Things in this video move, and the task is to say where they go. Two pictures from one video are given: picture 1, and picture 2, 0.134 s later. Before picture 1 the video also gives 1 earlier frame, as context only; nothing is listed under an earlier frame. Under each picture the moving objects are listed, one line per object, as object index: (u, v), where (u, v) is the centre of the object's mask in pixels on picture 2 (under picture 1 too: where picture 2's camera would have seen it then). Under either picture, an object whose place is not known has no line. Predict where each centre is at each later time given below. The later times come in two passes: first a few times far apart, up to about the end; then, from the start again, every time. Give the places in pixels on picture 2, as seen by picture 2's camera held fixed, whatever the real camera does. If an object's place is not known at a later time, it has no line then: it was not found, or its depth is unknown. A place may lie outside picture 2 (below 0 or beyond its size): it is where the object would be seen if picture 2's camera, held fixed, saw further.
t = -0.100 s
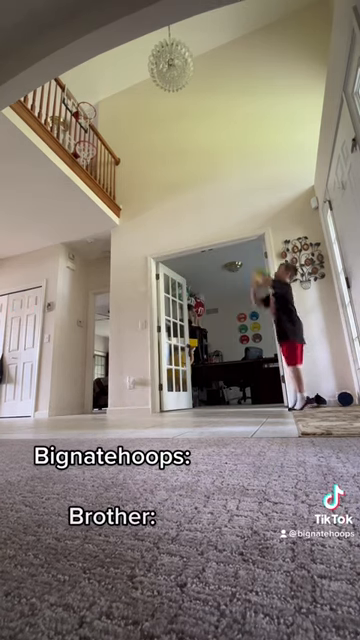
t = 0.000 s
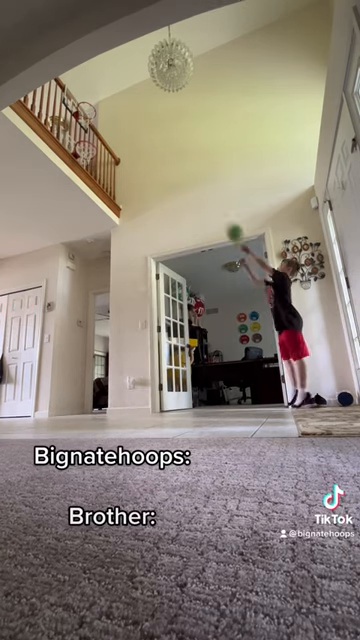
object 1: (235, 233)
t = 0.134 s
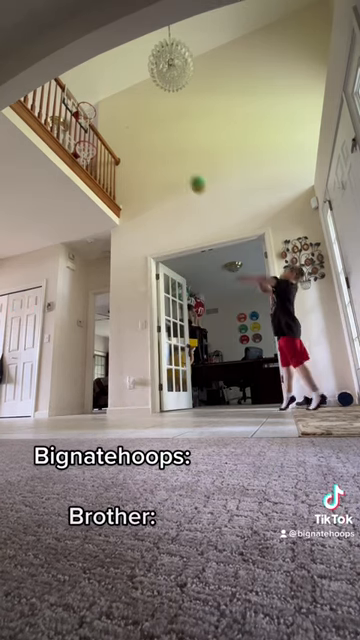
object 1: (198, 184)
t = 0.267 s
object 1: (166, 153)
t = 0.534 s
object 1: (111, 132)
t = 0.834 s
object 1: (88, 149)
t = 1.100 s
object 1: (83, 157)
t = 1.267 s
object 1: (80, 182)
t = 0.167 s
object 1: (189, 174)
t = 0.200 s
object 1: (181, 167)
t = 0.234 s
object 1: (173, 159)
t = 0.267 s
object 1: (166, 153)
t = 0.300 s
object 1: (159, 147)
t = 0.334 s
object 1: (151, 143)
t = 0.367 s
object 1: (144, 139)
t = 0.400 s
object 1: (138, 136)
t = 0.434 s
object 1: (131, 134)
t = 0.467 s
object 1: (124, 133)
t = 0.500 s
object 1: (118, 132)
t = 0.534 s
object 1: (111, 132)
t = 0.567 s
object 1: (105, 132)
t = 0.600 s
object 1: (99, 134)
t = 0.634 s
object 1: (92, 135)
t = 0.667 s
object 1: (86, 137)
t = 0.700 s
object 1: (76, 142)
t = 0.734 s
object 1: (78, 143)
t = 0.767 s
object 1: (82, 144)
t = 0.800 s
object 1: (86, 147)
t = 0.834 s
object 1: (88, 149)
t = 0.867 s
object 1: (89, 151)
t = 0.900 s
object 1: (87, 153)
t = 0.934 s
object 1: (86, 155)
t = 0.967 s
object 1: (85, 155)
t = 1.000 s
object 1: (83, 155)
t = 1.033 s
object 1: (83, 155)
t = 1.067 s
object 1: (83, 155)
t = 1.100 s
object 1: (83, 157)
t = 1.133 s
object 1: (82, 159)
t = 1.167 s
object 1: (82, 162)
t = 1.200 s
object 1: (81, 167)
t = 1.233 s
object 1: (81, 175)
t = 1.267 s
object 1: (80, 182)
